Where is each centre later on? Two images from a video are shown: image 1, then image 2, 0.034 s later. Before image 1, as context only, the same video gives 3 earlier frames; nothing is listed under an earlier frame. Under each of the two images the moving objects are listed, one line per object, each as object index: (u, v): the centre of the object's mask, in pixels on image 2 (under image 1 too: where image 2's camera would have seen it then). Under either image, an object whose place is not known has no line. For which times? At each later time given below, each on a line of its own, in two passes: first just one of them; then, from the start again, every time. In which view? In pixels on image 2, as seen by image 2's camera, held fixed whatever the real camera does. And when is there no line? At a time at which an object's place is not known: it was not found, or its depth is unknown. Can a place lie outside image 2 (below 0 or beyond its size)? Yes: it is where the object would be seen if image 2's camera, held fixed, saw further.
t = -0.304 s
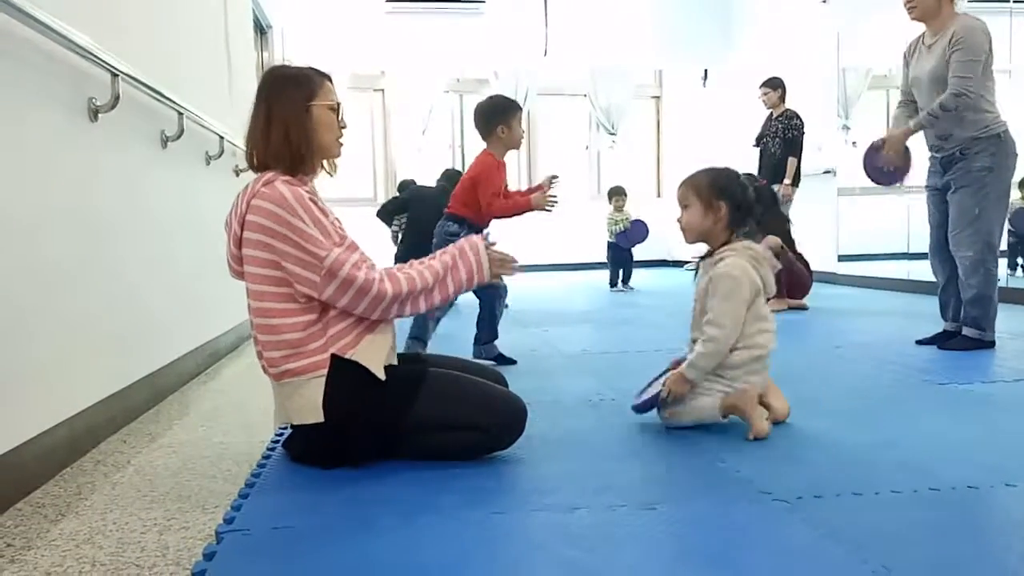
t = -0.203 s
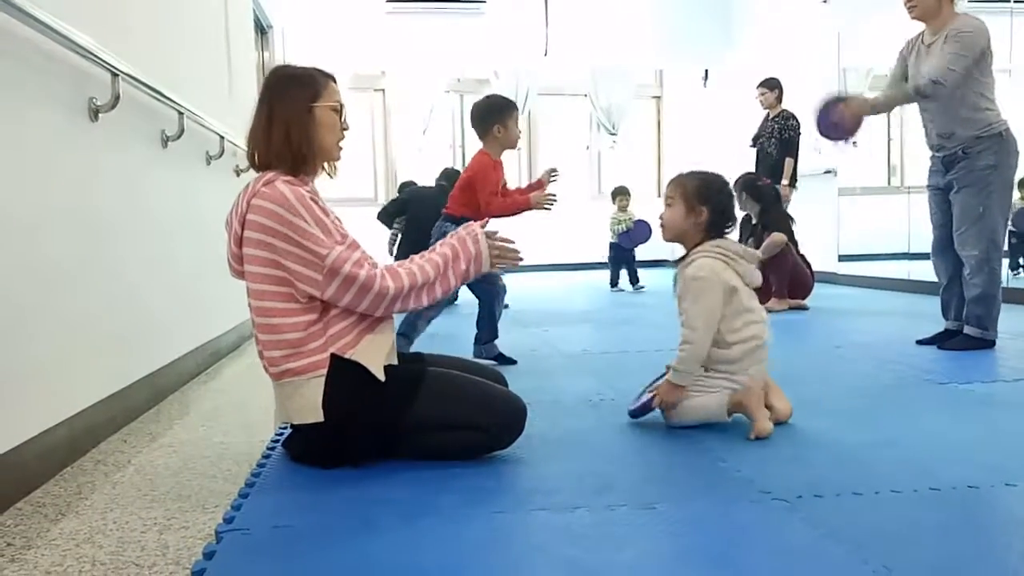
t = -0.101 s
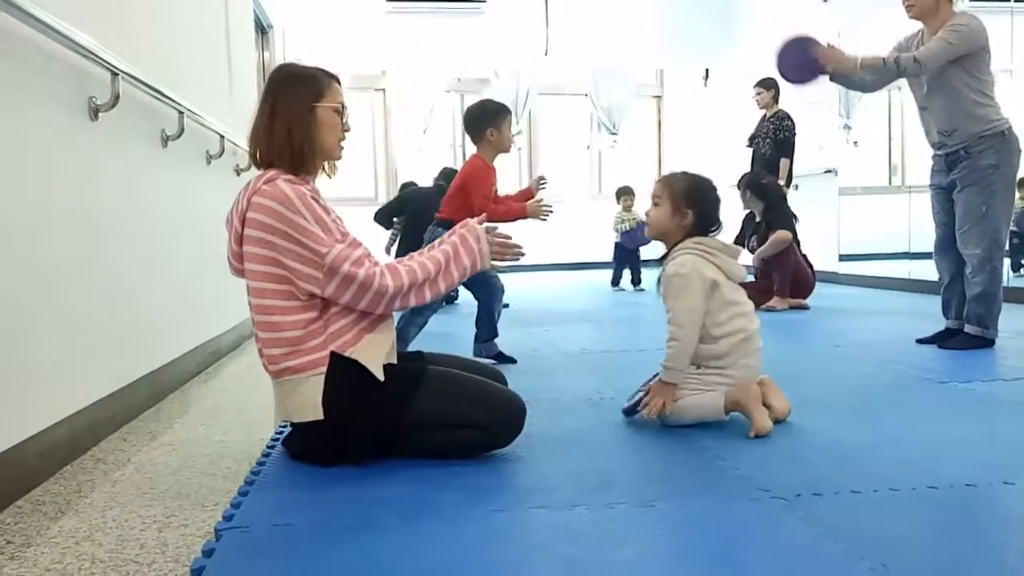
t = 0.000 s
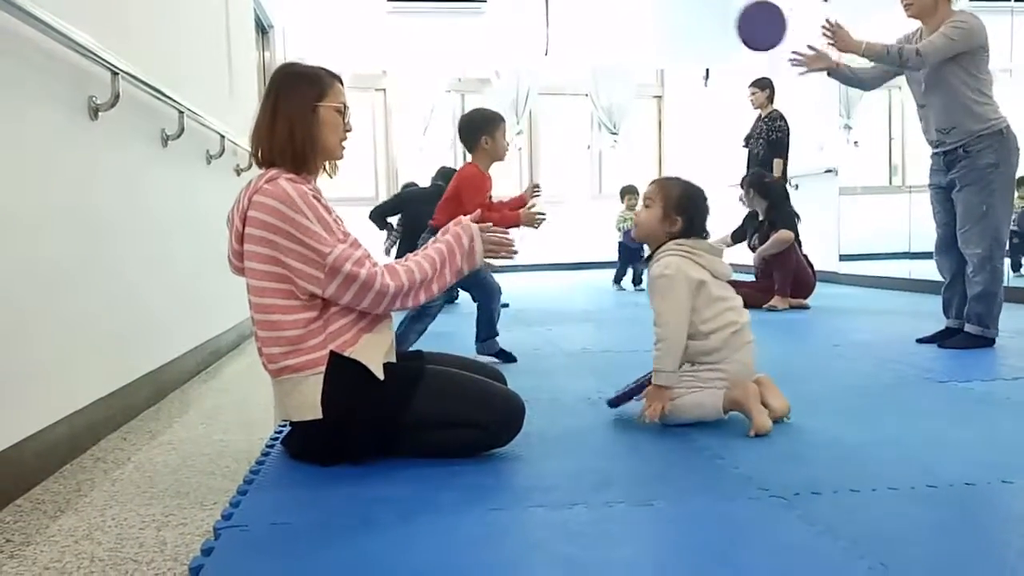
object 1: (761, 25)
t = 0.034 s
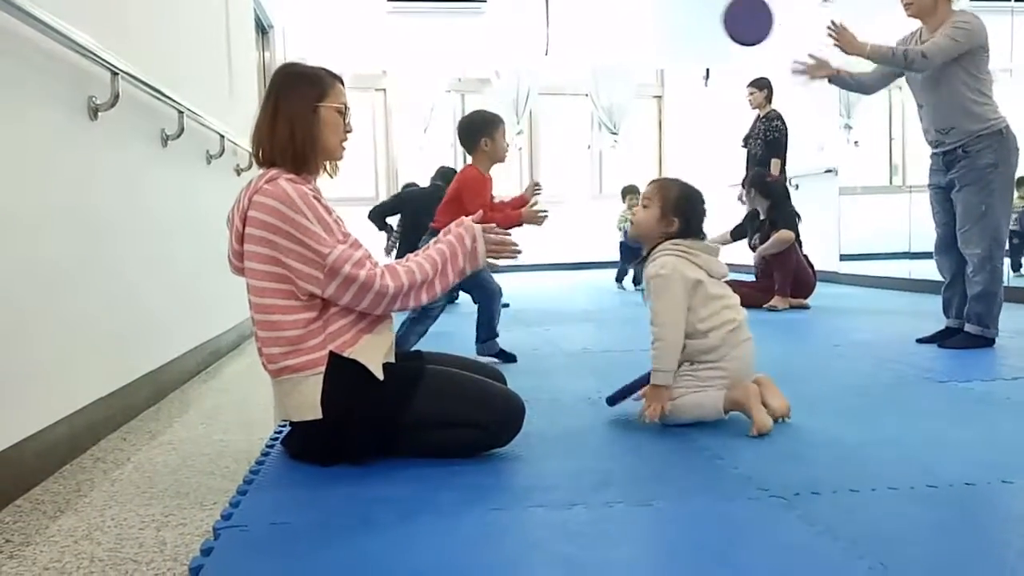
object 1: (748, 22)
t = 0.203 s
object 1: (678, 36)
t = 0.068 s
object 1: (734, 20)
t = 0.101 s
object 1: (720, 20)
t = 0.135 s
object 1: (707, 22)
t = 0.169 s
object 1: (693, 27)
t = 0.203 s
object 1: (678, 36)
